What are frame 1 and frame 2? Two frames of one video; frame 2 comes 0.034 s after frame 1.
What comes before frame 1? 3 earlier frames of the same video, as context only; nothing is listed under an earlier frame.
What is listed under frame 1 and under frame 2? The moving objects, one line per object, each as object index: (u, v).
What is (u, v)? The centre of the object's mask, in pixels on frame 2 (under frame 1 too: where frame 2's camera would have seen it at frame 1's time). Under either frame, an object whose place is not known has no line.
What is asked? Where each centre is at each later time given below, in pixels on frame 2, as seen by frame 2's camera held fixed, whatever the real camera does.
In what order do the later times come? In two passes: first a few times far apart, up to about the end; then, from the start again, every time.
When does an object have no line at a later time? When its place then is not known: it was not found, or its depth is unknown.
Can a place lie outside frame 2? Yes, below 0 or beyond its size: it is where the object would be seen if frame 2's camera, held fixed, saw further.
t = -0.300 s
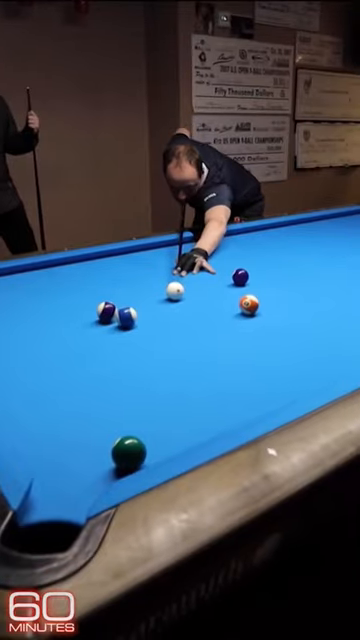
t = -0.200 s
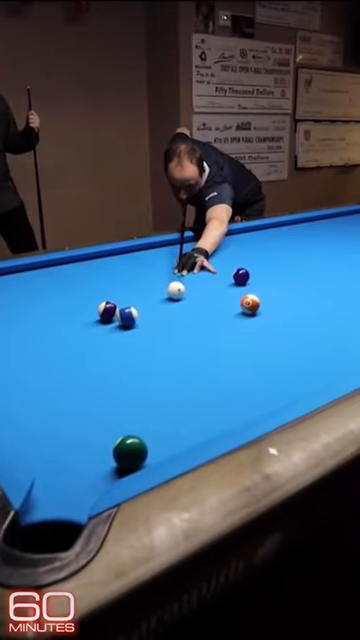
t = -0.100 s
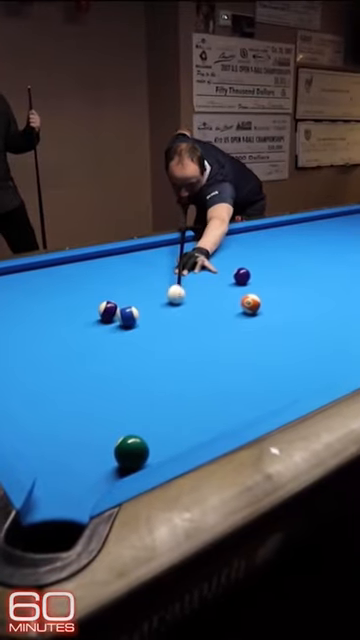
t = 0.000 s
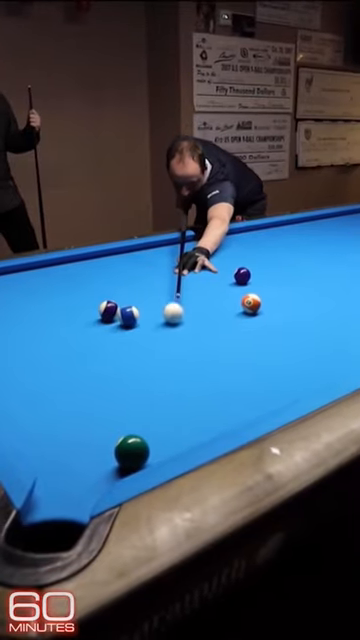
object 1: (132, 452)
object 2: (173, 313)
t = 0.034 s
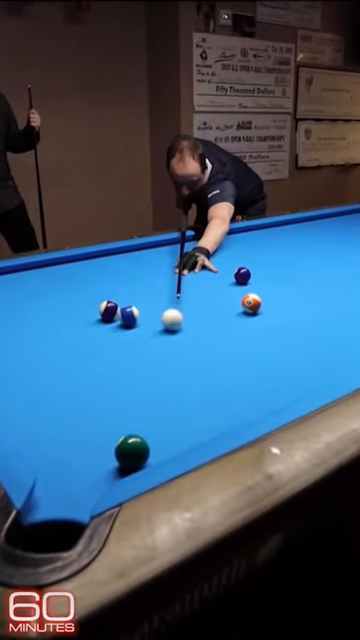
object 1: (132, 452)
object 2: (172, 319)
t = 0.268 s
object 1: (132, 453)
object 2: (164, 379)
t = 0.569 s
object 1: (62, 498)
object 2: (167, 428)
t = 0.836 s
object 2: (147, 400)
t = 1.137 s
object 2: (130, 378)
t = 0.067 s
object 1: (132, 453)
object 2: (171, 327)
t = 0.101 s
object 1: (132, 452)
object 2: (170, 334)
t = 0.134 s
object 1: (132, 453)
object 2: (169, 342)
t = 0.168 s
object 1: (132, 452)
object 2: (167, 350)
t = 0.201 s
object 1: (131, 453)
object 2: (166, 359)
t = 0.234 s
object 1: (132, 452)
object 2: (165, 368)
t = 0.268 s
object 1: (132, 453)
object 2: (164, 379)
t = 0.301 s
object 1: (131, 453)
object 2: (162, 390)
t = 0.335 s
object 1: (131, 453)
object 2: (161, 402)
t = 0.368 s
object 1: (131, 453)
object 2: (159, 415)
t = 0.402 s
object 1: (131, 453)
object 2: (157, 430)
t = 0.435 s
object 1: (123, 458)
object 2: (163, 440)
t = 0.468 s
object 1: (107, 467)
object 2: (173, 442)
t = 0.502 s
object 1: (92, 477)
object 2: (173, 439)
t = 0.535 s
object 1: (77, 487)
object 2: (170, 435)
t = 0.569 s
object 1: (62, 498)
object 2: (167, 428)
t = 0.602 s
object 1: (47, 505)
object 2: (164, 423)
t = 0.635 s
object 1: (47, 523)
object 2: (161, 418)
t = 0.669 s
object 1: (52, 538)
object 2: (158, 415)
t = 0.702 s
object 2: (156, 411)
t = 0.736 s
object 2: (153, 408)
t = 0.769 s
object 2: (151, 406)
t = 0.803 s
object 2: (149, 402)
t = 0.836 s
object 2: (147, 400)
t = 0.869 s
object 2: (145, 397)
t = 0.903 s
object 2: (143, 395)
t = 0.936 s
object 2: (141, 392)
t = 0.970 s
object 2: (139, 390)
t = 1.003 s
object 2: (137, 387)
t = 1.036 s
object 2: (135, 385)
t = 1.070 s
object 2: (133, 382)
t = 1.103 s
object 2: (131, 380)
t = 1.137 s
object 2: (130, 378)
